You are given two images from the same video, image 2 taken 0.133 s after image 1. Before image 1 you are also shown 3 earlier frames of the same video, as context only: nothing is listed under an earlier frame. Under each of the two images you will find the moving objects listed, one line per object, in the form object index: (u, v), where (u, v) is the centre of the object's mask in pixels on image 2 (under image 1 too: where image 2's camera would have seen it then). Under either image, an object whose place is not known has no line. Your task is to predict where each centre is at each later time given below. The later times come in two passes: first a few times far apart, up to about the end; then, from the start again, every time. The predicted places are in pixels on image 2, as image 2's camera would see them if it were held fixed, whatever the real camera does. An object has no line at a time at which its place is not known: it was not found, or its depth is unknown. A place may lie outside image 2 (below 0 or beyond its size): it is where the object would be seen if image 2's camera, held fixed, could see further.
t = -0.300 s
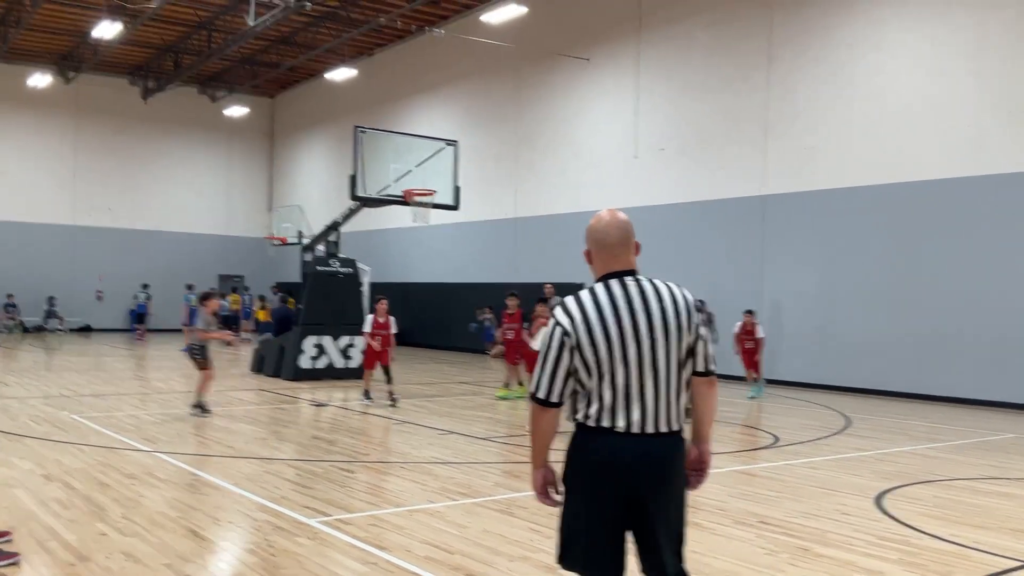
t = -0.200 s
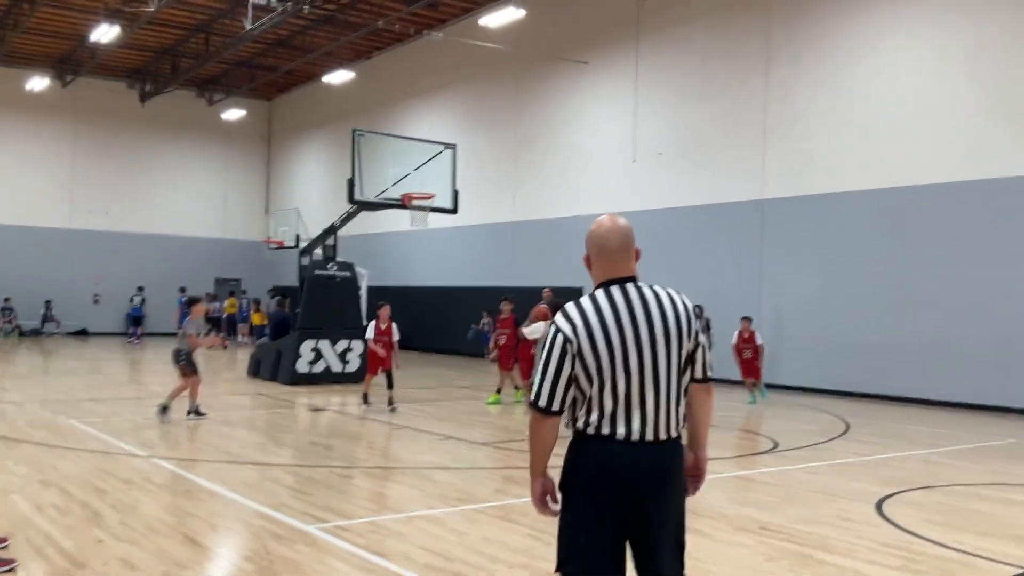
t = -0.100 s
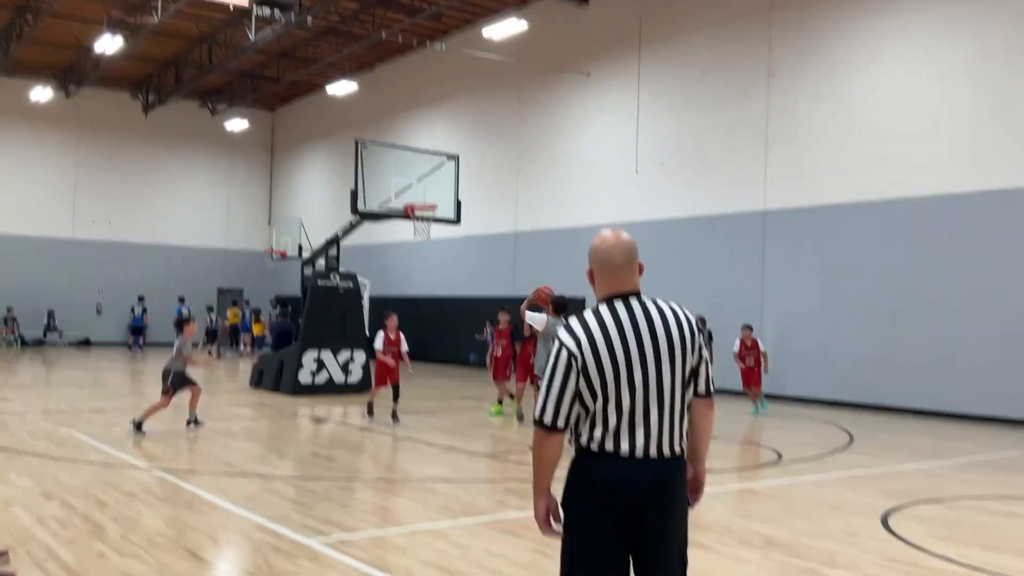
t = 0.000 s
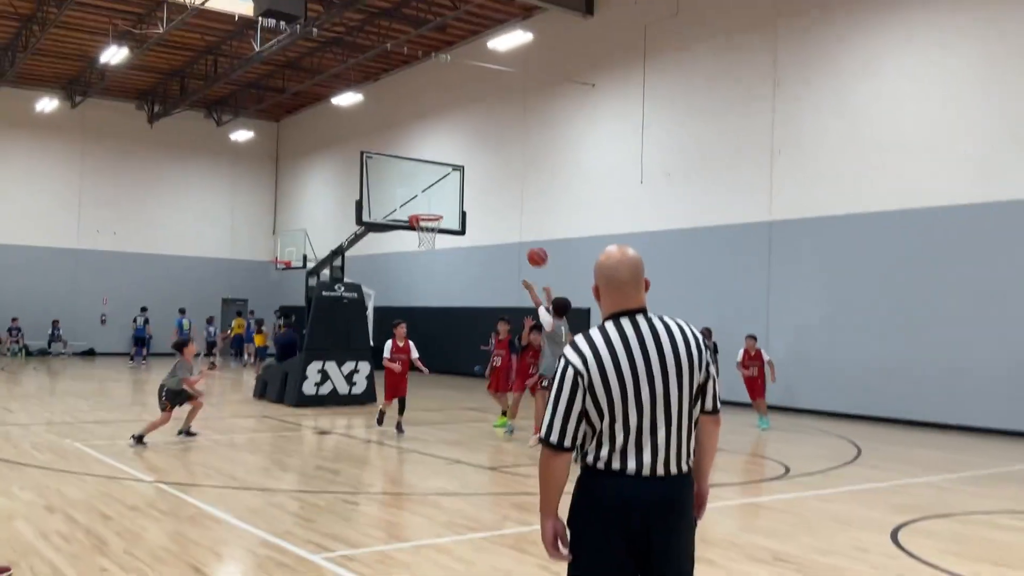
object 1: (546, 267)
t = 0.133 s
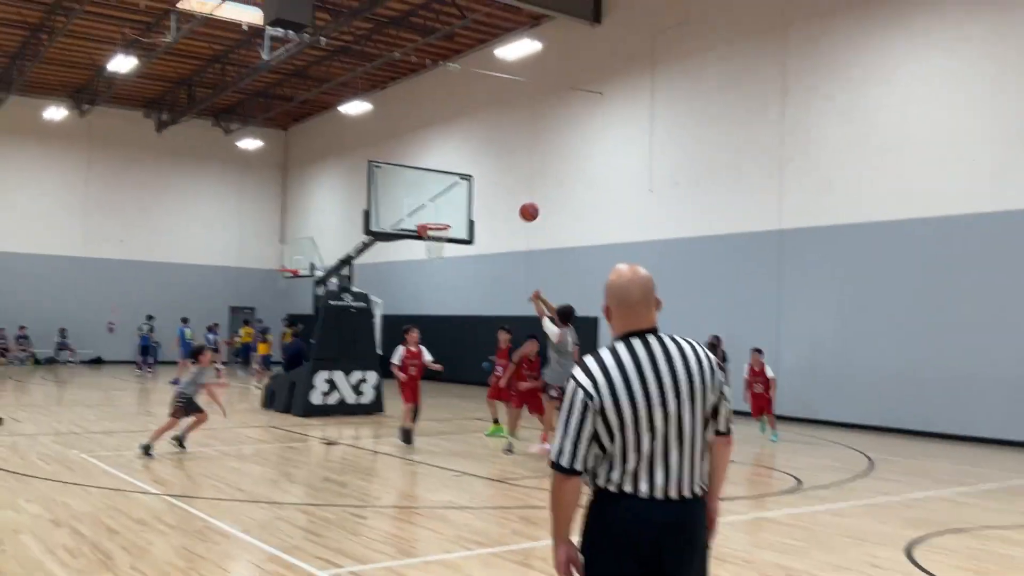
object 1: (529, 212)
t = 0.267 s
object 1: (513, 177)
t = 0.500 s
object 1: (487, 152)
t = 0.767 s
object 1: (461, 170)
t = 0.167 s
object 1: (525, 201)
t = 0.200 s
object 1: (520, 192)
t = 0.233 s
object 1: (517, 184)
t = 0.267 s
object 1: (513, 177)
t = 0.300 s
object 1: (509, 171)
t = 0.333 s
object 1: (505, 165)
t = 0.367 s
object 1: (501, 161)
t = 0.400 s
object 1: (498, 158)
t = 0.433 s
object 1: (494, 155)
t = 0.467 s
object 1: (490, 153)
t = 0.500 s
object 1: (487, 152)
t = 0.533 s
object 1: (483, 152)
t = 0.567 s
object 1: (480, 152)
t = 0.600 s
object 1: (477, 154)
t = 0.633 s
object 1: (473, 156)
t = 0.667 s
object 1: (472, 159)
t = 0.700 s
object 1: (467, 163)
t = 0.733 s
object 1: (464, 166)
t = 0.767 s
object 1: (461, 170)
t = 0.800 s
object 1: (458, 176)
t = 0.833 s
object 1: (455, 182)
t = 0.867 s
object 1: (452, 188)
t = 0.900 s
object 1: (448, 195)
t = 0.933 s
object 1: (446, 202)
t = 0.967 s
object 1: (443, 211)
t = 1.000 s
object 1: (439, 219)
